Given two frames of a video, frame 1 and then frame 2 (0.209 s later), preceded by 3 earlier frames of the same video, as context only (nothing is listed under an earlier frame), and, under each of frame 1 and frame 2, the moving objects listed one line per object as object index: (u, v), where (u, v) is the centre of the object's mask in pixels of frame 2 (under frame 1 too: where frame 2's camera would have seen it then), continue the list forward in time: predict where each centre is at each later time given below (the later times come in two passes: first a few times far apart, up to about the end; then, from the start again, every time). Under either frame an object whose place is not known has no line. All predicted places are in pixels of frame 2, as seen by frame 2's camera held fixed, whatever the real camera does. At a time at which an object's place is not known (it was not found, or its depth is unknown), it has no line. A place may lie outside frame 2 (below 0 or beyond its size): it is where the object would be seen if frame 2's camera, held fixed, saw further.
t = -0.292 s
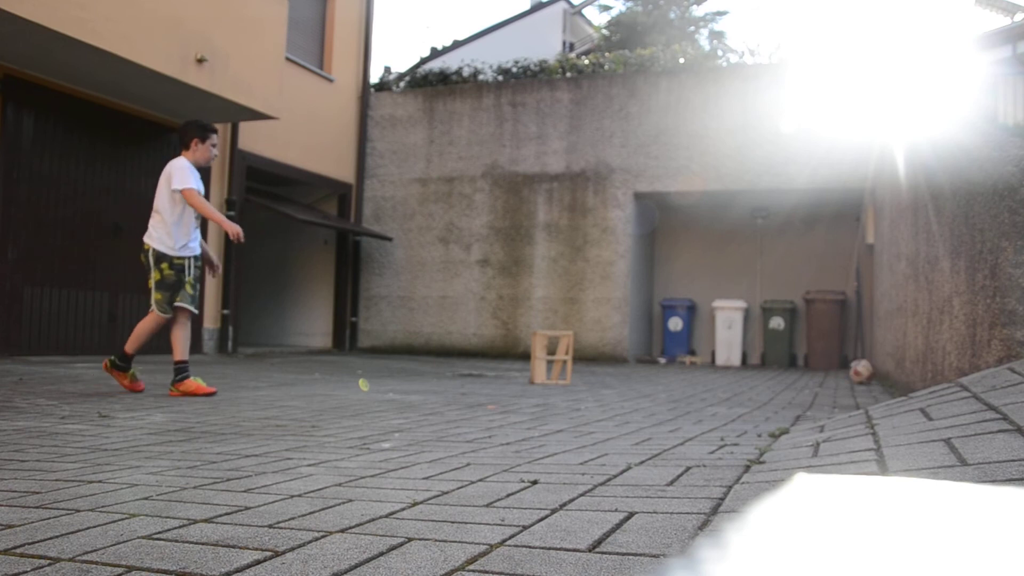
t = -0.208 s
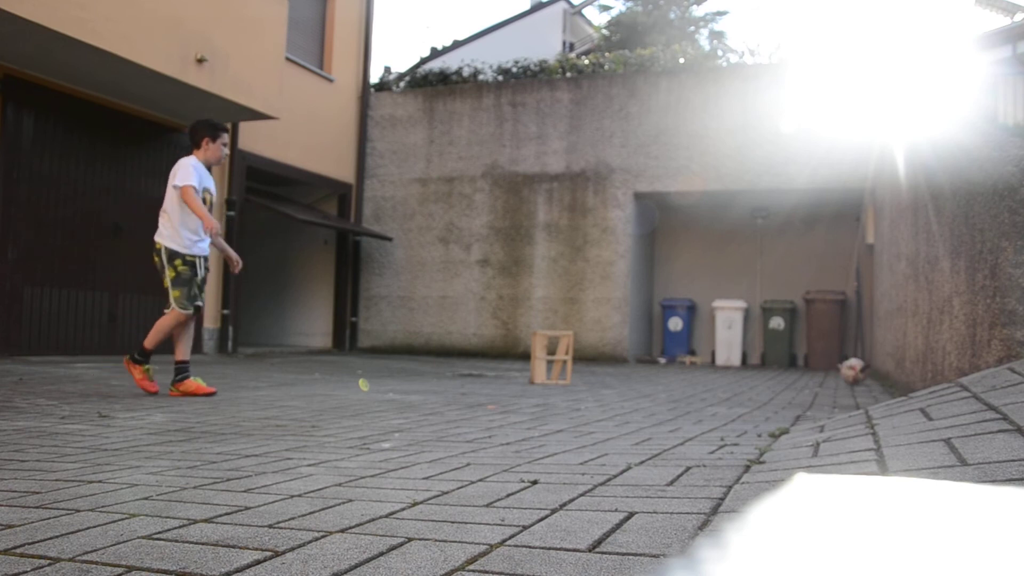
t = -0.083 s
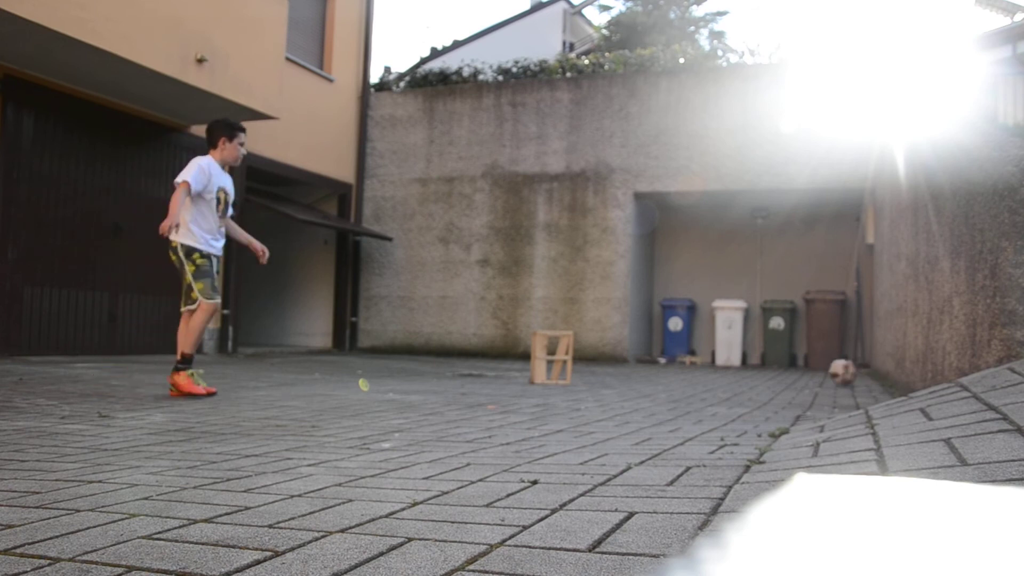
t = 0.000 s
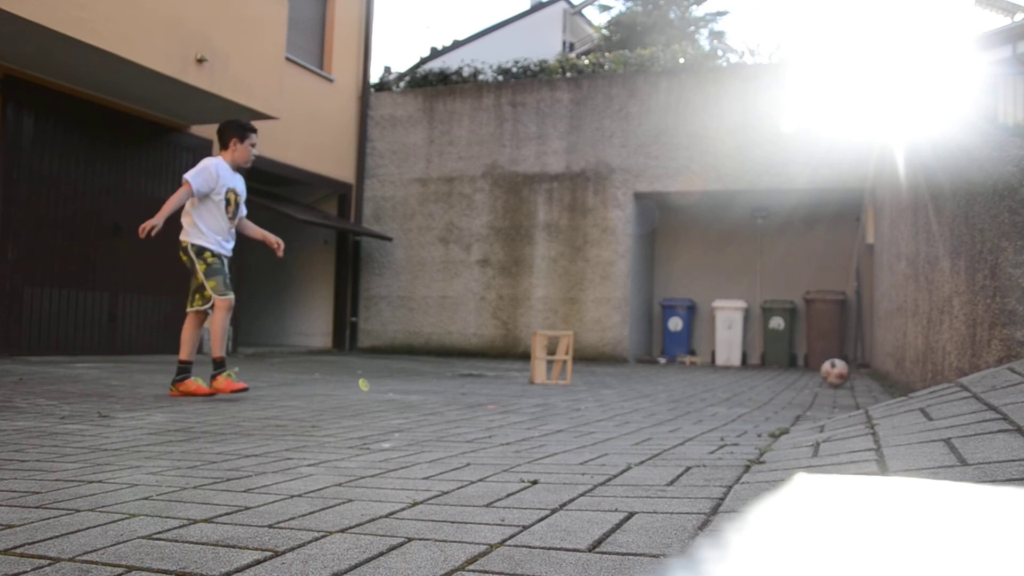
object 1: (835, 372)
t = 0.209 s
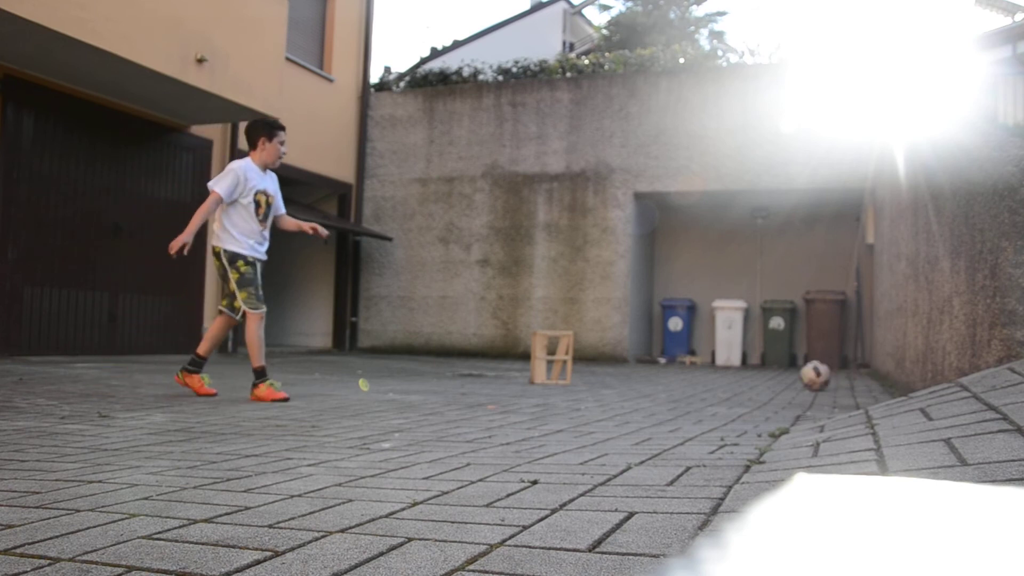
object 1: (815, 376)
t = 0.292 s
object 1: (806, 377)
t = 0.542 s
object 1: (777, 377)
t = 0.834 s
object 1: (736, 381)
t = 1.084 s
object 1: (695, 383)
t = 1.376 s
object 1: (636, 386)
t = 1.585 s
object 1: (584, 388)
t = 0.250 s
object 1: (812, 375)
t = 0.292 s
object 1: (806, 377)
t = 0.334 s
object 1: (802, 376)
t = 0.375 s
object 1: (797, 377)
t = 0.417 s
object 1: (792, 376)
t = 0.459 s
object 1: (788, 377)
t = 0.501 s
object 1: (782, 378)
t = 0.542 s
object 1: (777, 377)
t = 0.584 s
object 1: (771, 379)
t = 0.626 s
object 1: (766, 378)
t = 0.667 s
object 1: (761, 379)
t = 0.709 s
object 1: (755, 379)
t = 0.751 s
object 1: (748, 380)
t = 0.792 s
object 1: (742, 380)
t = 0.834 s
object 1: (736, 381)
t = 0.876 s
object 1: (730, 381)
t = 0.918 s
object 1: (724, 382)
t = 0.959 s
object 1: (717, 383)
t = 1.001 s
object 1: (710, 383)
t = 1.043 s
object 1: (702, 383)
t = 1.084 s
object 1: (695, 383)
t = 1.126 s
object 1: (687, 383)
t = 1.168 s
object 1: (680, 383)
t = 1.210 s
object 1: (672, 384)
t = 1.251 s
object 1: (663, 384)
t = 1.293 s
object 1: (654, 384)
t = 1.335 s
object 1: (645, 385)
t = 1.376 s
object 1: (636, 386)
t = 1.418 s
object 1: (627, 385)
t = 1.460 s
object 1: (617, 387)
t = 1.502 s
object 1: (607, 387)
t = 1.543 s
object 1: (595, 387)
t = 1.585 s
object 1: (584, 388)
